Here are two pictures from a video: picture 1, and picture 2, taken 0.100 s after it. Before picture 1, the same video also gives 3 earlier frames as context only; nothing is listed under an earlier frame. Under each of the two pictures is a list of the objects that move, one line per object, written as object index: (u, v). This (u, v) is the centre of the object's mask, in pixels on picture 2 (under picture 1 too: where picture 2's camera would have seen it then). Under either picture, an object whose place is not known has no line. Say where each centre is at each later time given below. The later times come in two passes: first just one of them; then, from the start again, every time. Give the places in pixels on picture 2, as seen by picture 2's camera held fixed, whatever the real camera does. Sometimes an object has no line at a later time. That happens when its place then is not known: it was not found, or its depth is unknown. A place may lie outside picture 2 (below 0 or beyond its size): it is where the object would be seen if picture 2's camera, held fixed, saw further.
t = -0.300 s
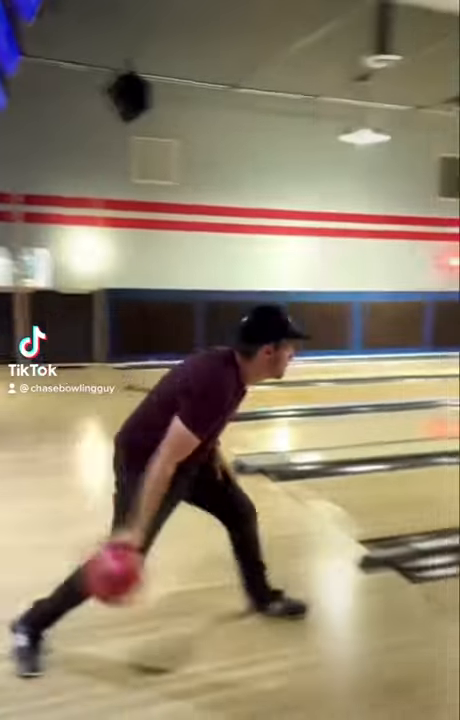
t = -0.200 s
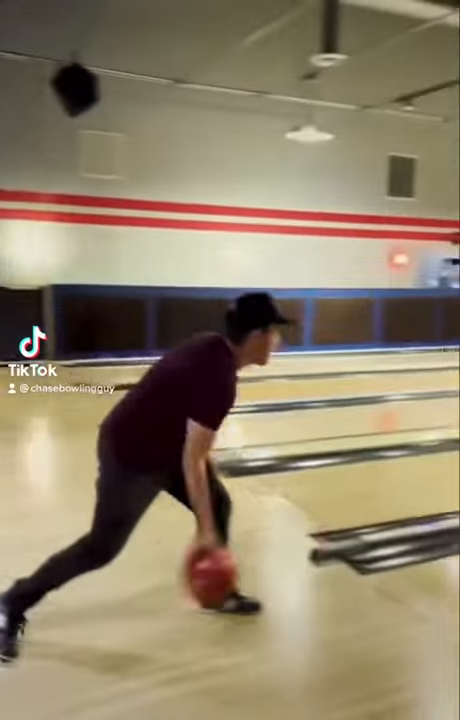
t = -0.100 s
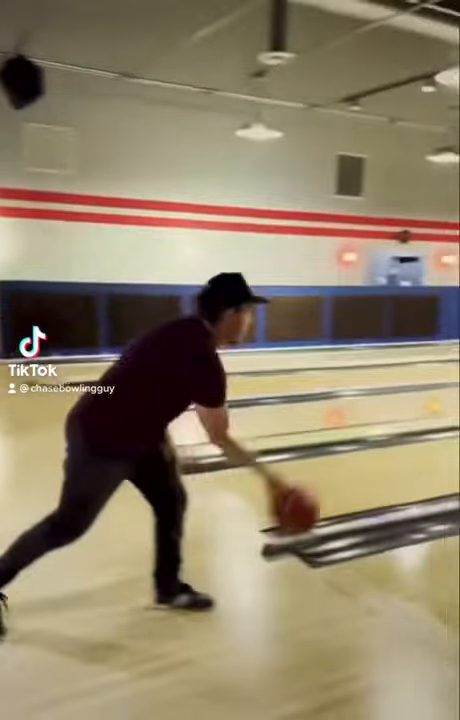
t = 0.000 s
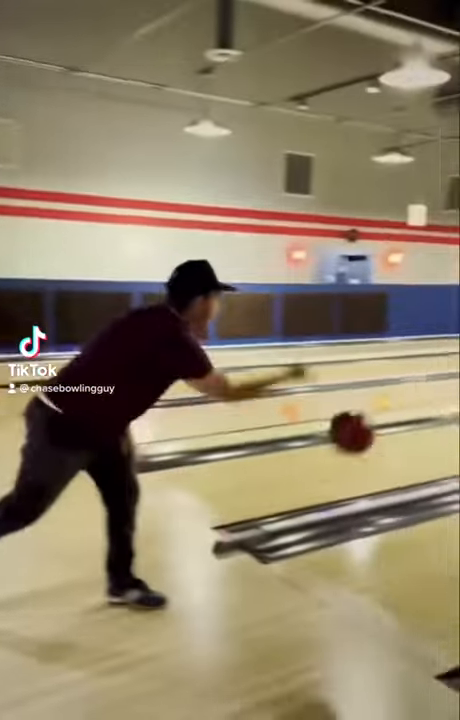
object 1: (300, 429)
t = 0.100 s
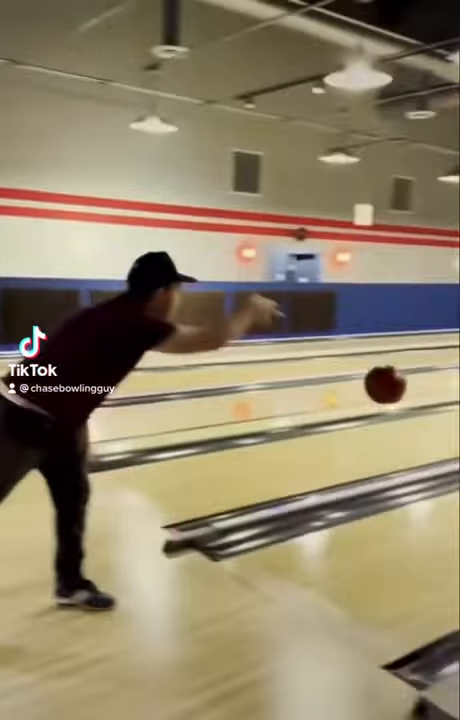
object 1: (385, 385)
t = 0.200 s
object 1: (454, 365)
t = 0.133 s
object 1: (409, 376)
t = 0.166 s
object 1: (432, 370)
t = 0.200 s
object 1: (454, 365)
